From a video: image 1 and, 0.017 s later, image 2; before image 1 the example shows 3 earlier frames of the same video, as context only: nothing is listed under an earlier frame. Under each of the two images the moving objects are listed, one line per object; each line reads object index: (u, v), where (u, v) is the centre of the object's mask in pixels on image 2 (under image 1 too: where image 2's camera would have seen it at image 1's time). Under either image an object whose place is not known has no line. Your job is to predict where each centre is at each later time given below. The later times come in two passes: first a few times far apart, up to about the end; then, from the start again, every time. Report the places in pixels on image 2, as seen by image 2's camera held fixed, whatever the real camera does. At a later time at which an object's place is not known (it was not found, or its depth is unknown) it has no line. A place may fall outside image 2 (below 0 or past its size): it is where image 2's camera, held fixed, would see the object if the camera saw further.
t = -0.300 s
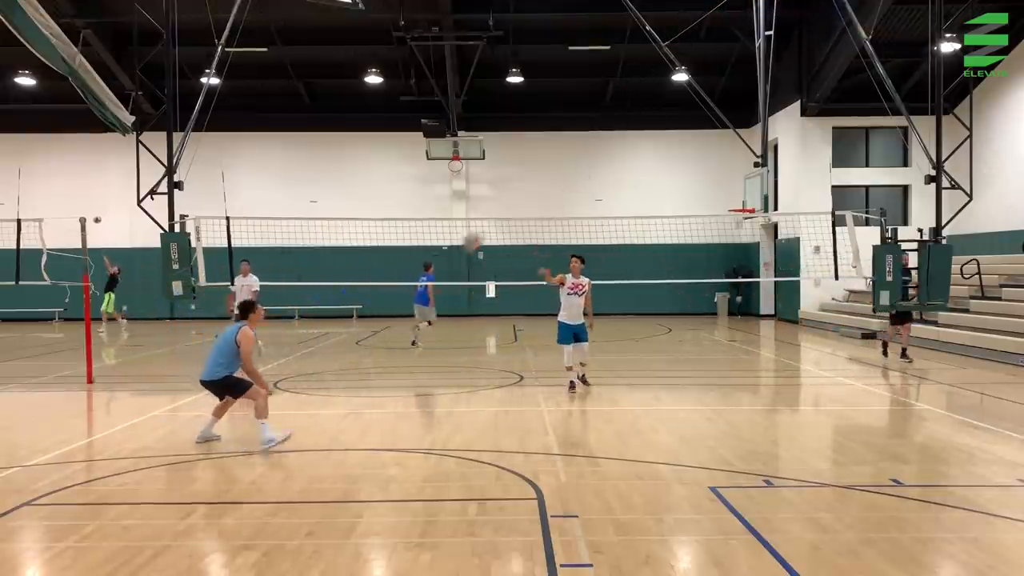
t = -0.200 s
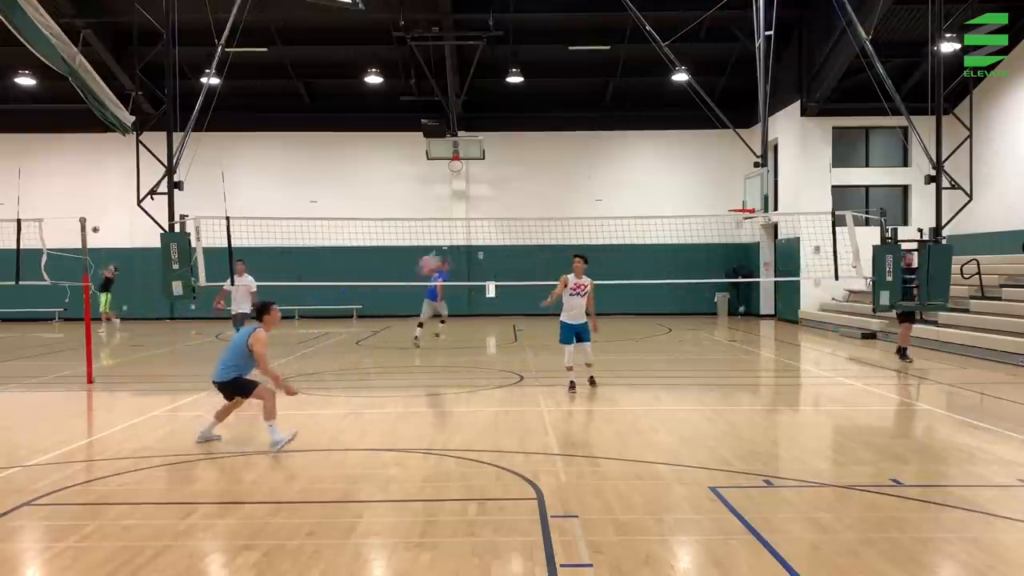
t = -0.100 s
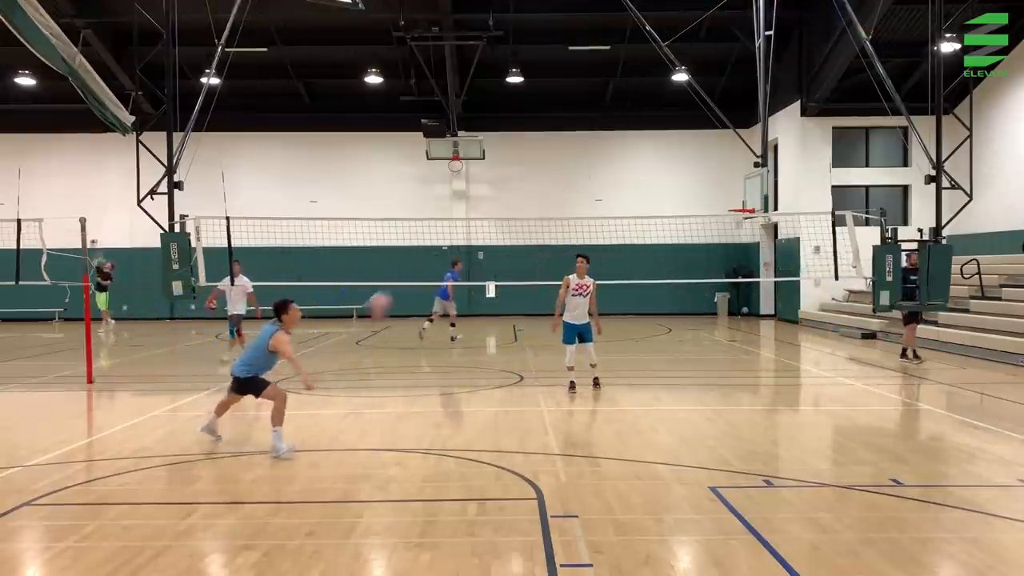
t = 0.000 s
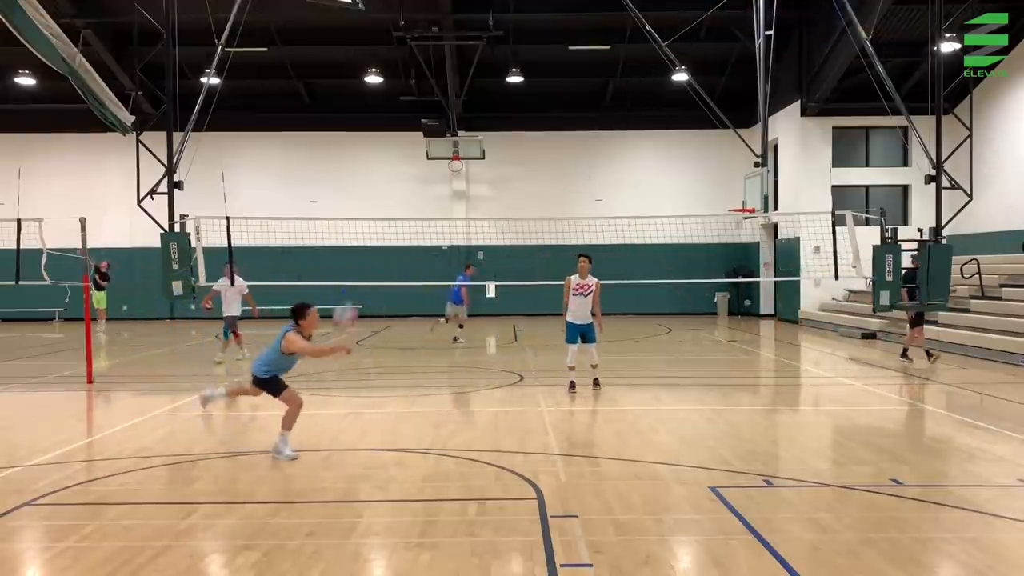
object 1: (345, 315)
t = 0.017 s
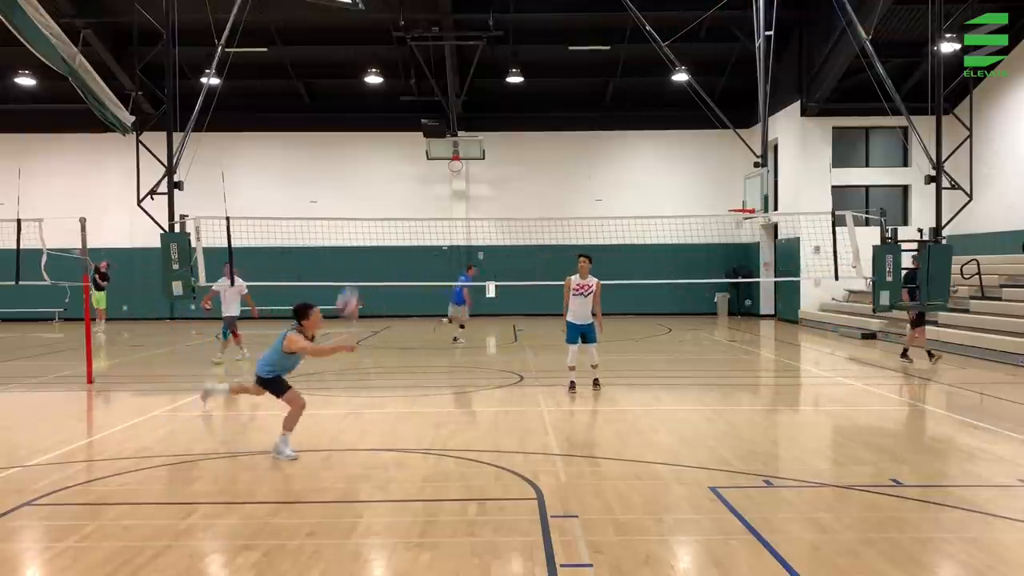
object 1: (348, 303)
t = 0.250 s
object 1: (405, 134)
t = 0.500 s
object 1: (452, 41)
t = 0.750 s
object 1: (493, 17)
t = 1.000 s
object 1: (528, 50)
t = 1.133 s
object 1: (546, 86)
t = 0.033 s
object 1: (353, 288)
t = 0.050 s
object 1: (358, 271)
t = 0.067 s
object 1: (362, 261)
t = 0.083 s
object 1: (366, 246)
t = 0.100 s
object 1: (370, 232)
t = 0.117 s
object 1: (374, 220)
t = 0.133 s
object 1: (378, 207)
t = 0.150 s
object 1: (382, 196)
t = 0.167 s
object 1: (385, 186)
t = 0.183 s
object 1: (389, 174)
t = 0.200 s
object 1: (393, 165)
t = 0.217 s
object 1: (397, 153)
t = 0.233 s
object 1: (401, 144)
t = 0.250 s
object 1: (405, 134)
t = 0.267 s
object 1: (408, 125)
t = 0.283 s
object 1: (411, 117)
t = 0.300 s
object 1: (415, 110)
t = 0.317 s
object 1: (418, 103)
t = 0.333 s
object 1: (422, 95)
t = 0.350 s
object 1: (425, 88)
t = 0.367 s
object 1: (428, 82)
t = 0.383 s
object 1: (431, 75)
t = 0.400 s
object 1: (434, 70)
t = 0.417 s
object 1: (437, 64)
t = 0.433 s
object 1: (440, 59)
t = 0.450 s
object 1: (443, 54)
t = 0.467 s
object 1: (447, 50)
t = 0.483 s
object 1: (449, 45)
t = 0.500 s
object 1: (452, 41)
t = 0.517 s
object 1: (455, 38)
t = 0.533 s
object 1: (458, 34)
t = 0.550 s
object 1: (461, 31)
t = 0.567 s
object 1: (464, 28)
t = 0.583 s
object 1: (467, 26)
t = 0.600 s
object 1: (470, 24)
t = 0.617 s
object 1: (472, 22)
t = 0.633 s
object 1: (475, 20)
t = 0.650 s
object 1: (477, 19)
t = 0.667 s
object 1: (481, 18)
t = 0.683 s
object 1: (483, 18)
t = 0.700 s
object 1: (485, 17)
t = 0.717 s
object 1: (488, 17)
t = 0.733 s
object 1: (490, 17)
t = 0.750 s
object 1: (493, 17)
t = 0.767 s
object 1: (495, 18)
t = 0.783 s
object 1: (498, 19)
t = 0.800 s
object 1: (500, 20)
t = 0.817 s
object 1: (502, 21)
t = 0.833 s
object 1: (505, 22)
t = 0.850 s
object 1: (508, 24)
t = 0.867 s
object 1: (510, 26)
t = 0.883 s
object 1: (512, 28)
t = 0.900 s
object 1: (514, 31)
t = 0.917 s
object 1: (517, 33)
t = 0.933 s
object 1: (519, 36)
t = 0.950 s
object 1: (522, 39)
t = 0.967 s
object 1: (523, 42)
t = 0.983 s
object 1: (526, 46)
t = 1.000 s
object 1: (528, 50)
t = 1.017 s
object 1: (531, 54)
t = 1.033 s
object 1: (533, 57)
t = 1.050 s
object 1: (535, 62)
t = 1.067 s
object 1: (537, 67)
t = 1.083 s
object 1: (539, 71)
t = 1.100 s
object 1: (541, 76)
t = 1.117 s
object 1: (544, 81)
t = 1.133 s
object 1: (546, 86)
